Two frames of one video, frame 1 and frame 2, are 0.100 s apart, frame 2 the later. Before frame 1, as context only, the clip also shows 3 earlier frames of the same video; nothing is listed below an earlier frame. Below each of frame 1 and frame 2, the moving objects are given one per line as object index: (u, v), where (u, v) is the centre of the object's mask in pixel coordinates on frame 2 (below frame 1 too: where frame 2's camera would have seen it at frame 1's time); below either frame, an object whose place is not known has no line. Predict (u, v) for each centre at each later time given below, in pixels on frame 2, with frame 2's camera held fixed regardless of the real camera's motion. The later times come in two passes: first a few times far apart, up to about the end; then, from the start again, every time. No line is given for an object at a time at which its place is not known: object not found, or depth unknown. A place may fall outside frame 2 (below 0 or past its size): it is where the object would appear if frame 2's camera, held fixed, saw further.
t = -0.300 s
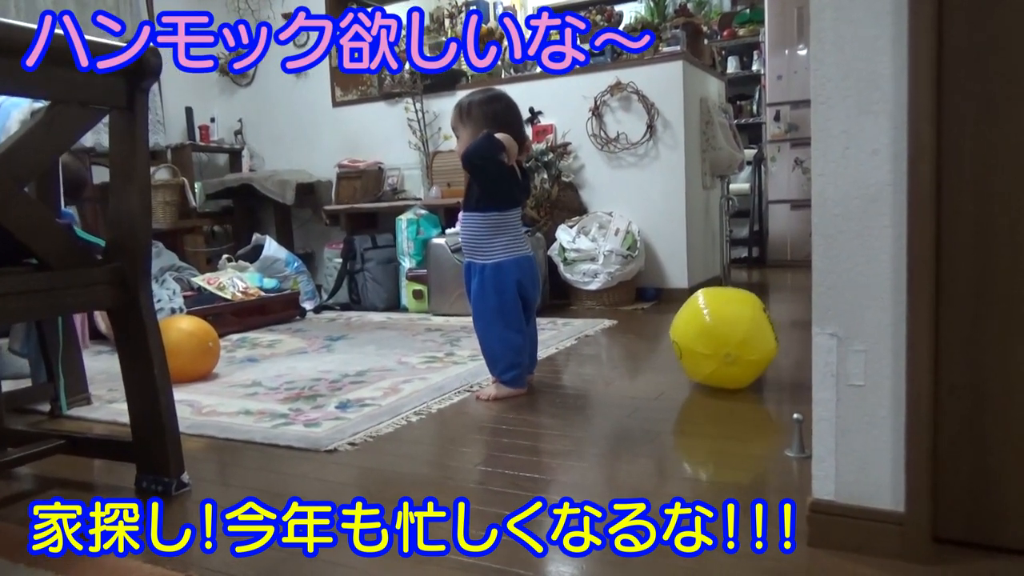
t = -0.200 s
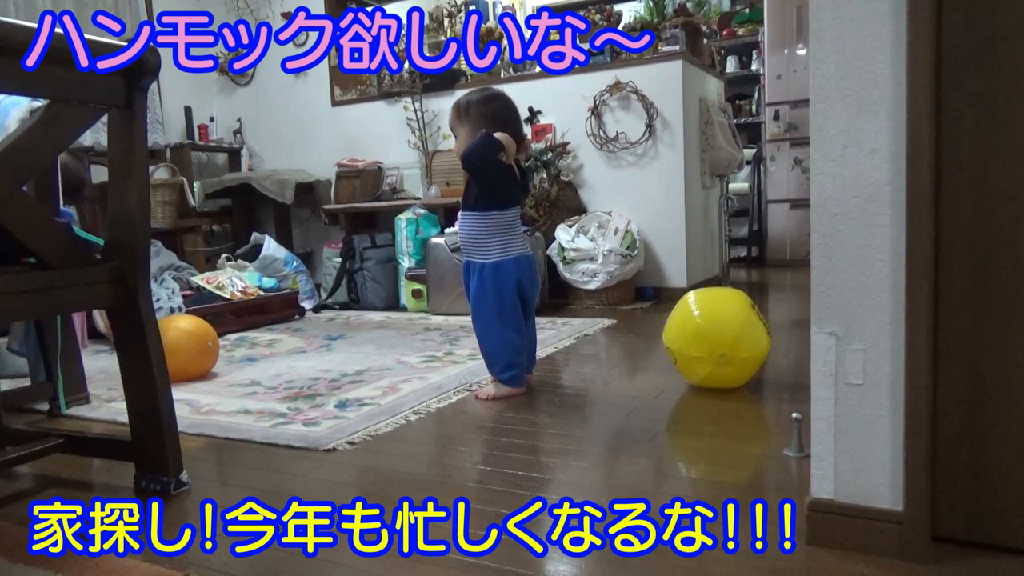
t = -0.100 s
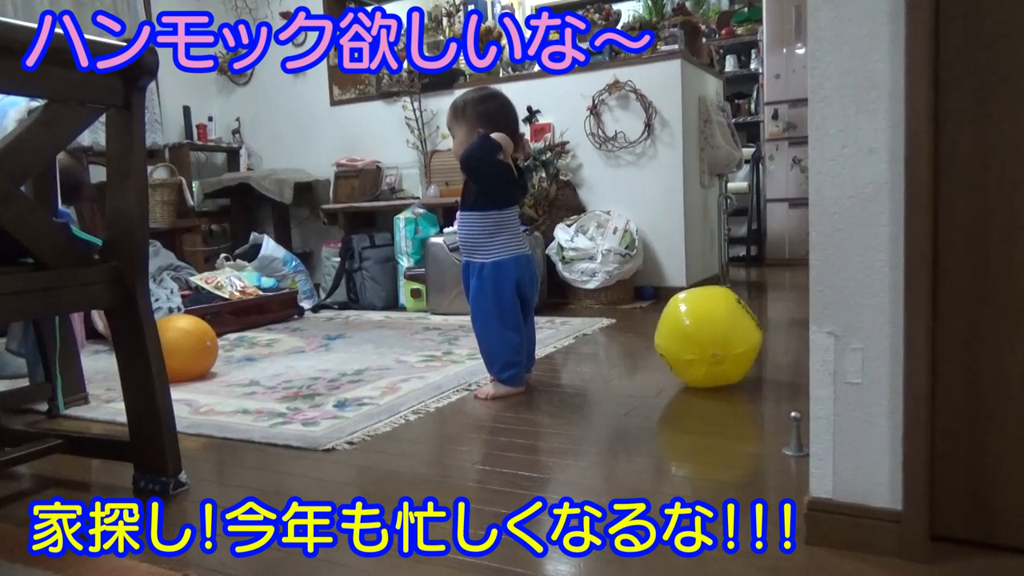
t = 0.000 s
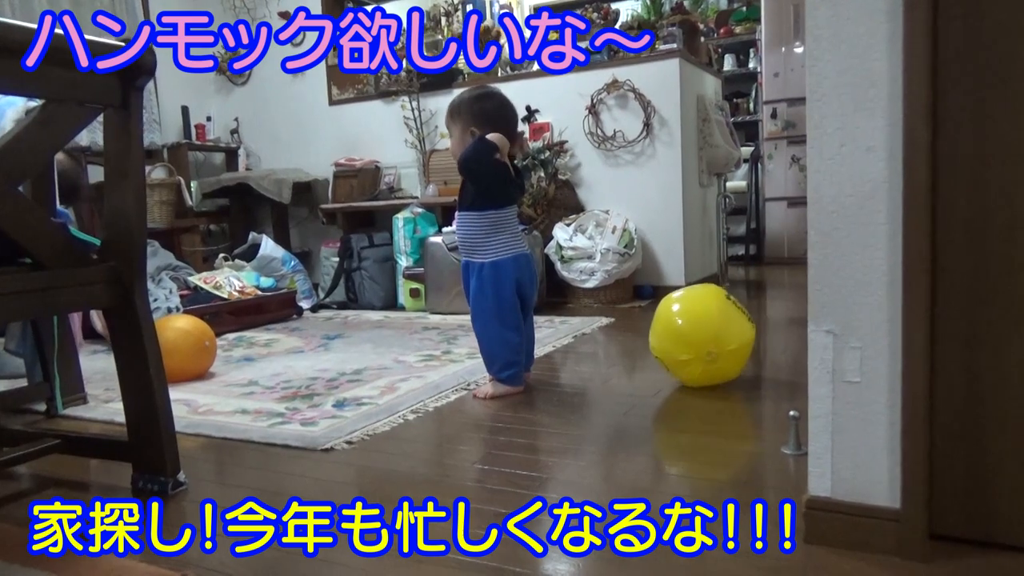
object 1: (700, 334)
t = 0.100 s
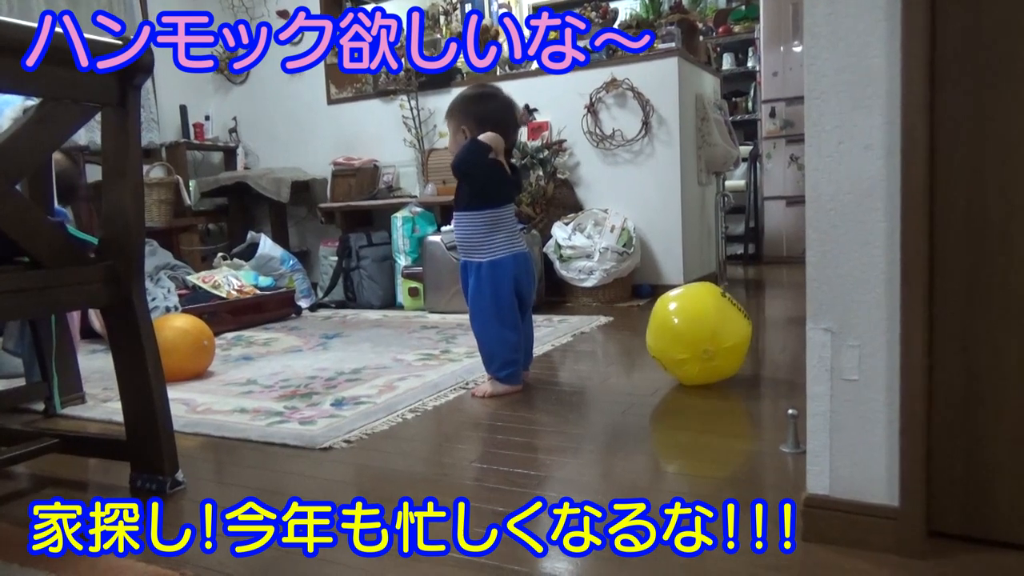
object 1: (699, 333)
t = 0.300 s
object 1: (704, 334)
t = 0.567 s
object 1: (717, 333)
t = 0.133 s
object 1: (699, 333)
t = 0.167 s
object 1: (699, 334)
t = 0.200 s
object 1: (700, 334)
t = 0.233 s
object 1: (701, 334)
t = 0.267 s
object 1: (703, 334)
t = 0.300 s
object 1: (704, 334)
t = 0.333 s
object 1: (706, 334)
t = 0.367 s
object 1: (709, 334)
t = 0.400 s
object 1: (711, 334)
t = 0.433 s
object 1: (713, 334)
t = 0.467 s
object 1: (714, 334)
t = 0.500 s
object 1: (716, 333)
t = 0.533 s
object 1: (717, 333)
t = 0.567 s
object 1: (717, 333)
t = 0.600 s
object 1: (718, 333)
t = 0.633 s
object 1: (718, 333)
